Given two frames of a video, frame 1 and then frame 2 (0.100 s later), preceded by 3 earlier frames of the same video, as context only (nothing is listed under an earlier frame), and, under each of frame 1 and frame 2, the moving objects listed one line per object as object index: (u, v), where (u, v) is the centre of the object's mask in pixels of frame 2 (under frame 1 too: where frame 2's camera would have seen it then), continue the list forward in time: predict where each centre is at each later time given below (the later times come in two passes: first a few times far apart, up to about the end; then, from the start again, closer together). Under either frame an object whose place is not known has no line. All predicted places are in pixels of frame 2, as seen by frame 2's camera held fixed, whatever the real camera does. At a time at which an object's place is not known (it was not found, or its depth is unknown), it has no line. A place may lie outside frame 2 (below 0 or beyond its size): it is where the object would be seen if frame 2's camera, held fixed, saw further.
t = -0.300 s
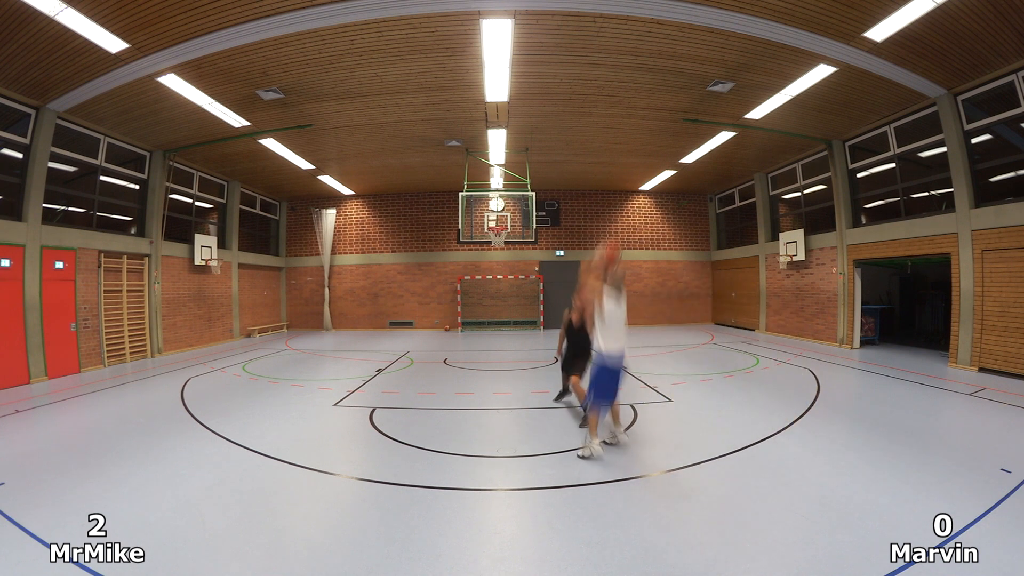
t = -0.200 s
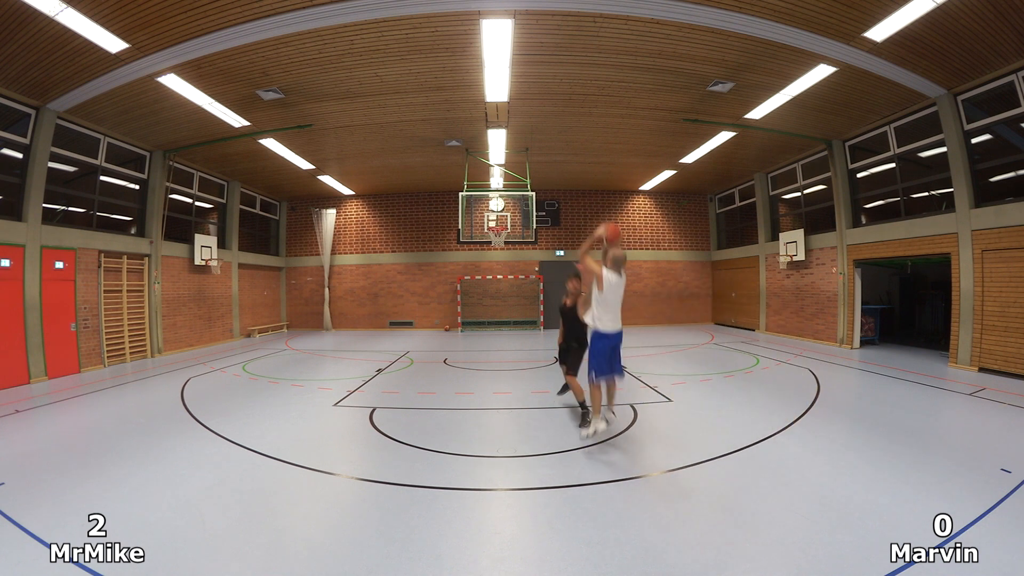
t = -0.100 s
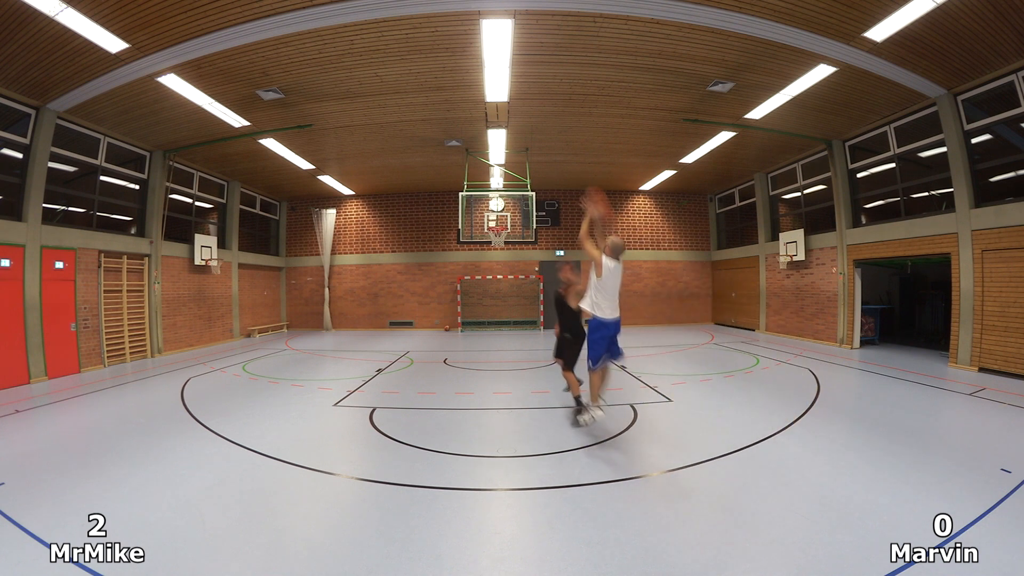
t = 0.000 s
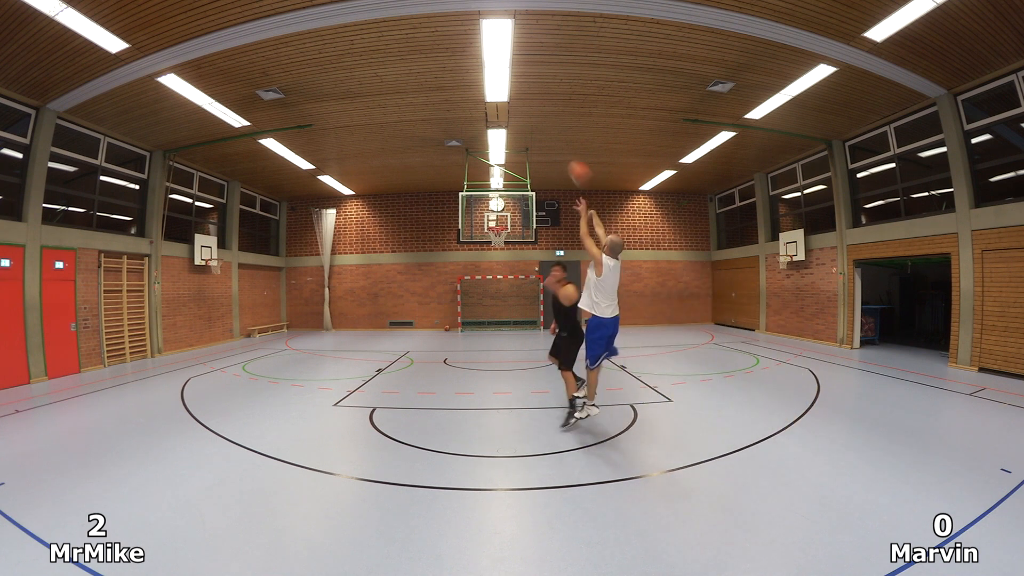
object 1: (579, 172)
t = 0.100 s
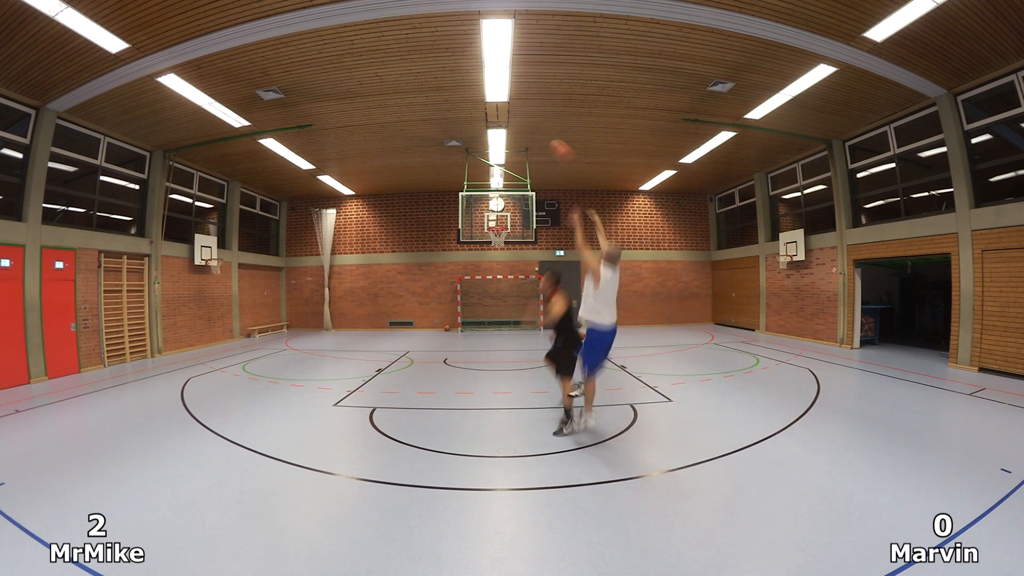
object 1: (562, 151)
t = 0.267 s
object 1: (539, 138)
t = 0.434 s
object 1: (525, 143)
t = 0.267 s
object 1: (539, 138)
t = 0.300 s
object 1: (536, 138)
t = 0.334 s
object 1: (533, 139)
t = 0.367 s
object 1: (531, 139)
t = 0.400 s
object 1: (528, 141)
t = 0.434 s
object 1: (525, 143)
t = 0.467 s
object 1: (523, 145)
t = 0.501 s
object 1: (521, 148)
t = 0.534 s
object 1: (519, 151)
